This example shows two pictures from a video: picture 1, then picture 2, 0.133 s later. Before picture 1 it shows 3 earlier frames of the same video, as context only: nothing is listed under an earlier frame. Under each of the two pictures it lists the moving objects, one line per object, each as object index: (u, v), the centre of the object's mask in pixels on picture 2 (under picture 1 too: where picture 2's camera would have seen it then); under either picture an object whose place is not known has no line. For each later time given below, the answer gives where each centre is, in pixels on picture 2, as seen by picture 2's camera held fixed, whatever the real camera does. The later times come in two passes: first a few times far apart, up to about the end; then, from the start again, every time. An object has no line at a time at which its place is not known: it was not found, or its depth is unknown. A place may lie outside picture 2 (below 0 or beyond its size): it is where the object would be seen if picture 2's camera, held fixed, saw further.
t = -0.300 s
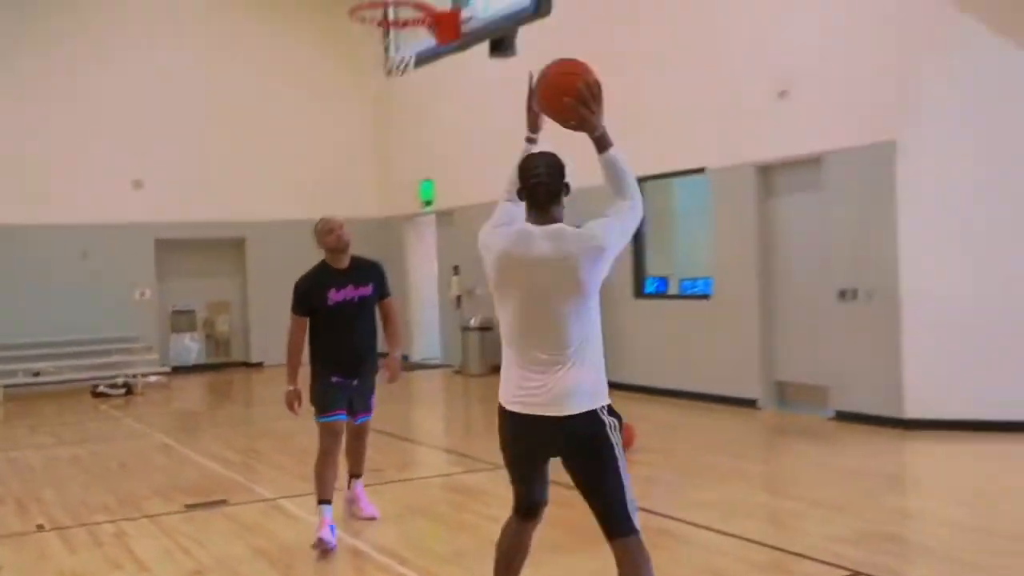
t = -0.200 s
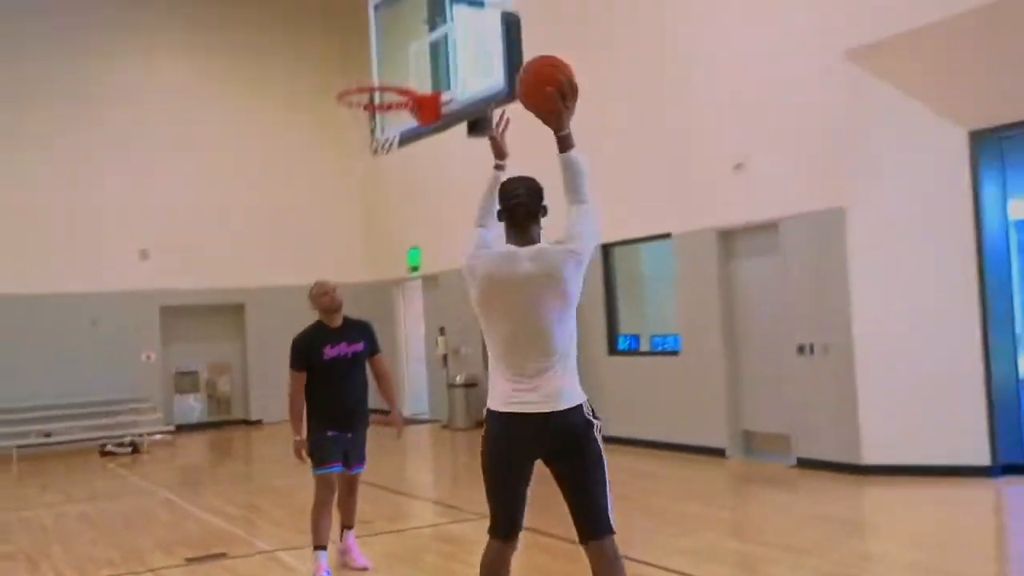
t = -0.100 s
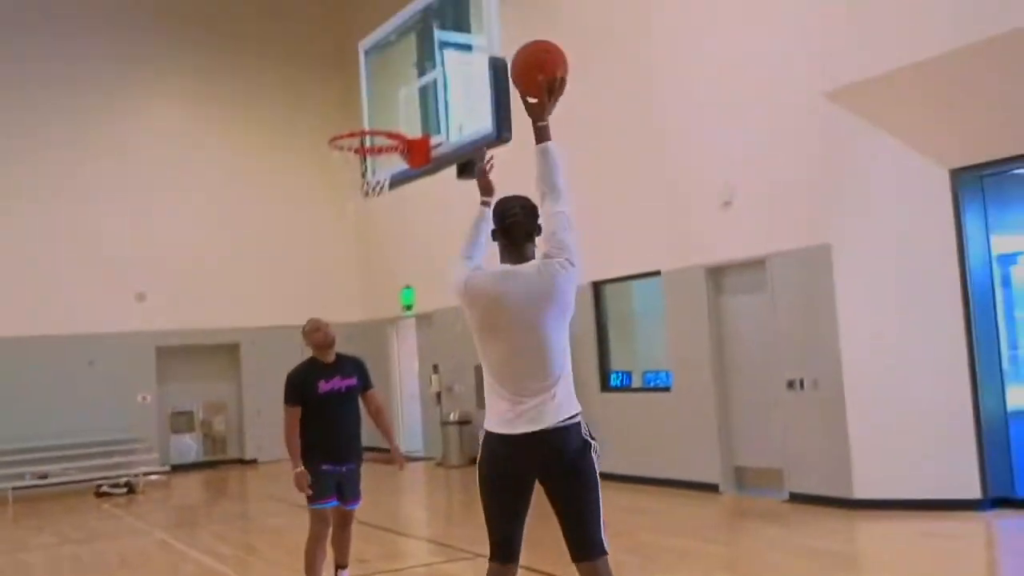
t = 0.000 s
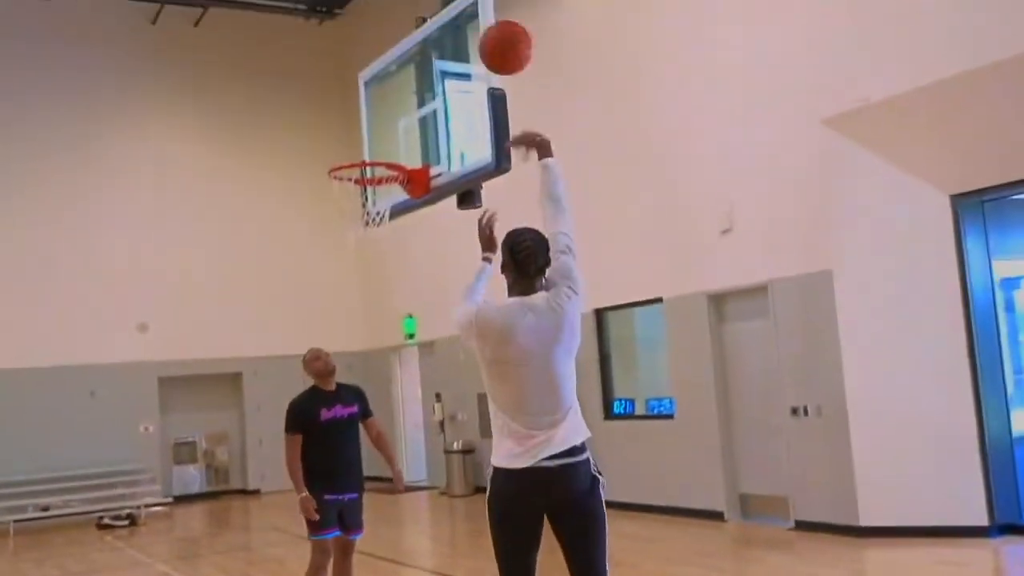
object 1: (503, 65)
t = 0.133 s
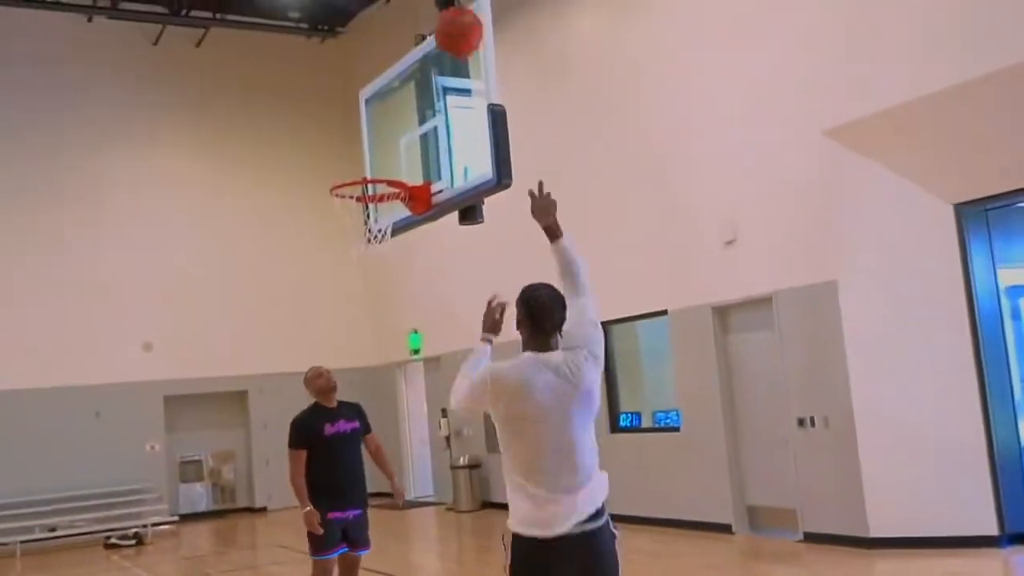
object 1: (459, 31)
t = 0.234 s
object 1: (431, 33)
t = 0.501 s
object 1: (377, 109)
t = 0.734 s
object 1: (377, 230)
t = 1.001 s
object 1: (430, 377)
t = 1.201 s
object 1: (478, 573)
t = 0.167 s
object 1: (449, 30)
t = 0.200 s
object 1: (440, 30)
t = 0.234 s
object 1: (431, 33)
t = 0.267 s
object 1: (423, 36)
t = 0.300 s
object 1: (416, 42)
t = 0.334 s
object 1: (408, 50)
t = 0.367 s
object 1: (401, 59)
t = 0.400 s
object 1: (395, 70)
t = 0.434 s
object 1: (389, 82)
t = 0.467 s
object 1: (382, 95)
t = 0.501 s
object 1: (377, 109)
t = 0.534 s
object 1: (372, 126)
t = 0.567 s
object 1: (367, 143)
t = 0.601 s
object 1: (363, 162)
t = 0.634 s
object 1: (356, 178)
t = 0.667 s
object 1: (357, 200)
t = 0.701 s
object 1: (367, 215)
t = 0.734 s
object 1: (377, 230)
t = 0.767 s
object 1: (384, 244)
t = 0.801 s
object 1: (391, 259)
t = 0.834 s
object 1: (396, 273)
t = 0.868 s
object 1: (402, 289)
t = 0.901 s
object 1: (409, 308)
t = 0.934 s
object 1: (416, 329)
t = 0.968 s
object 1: (424, 353)
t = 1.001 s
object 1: (430, 377)
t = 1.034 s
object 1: (438, 404)
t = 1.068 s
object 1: (446, 433)
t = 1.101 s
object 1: (454, 464)
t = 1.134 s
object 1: (463, 498)
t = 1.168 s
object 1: (470, 533)
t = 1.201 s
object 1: (478, 573)
